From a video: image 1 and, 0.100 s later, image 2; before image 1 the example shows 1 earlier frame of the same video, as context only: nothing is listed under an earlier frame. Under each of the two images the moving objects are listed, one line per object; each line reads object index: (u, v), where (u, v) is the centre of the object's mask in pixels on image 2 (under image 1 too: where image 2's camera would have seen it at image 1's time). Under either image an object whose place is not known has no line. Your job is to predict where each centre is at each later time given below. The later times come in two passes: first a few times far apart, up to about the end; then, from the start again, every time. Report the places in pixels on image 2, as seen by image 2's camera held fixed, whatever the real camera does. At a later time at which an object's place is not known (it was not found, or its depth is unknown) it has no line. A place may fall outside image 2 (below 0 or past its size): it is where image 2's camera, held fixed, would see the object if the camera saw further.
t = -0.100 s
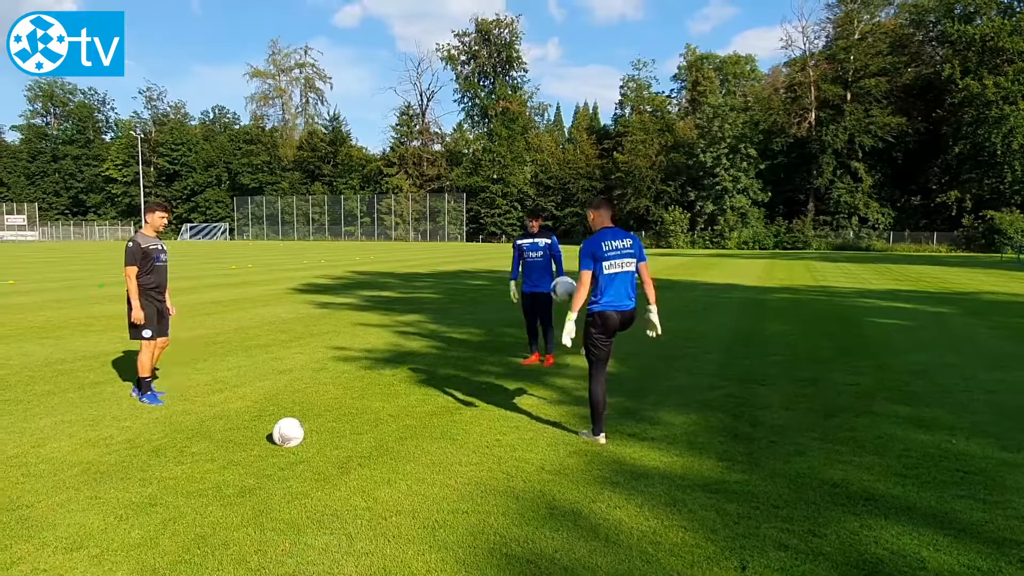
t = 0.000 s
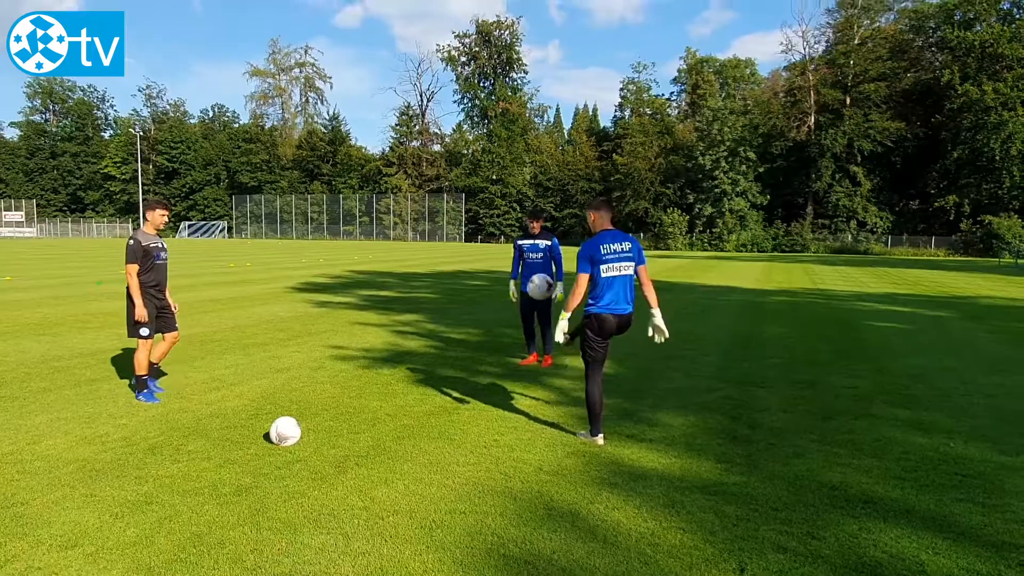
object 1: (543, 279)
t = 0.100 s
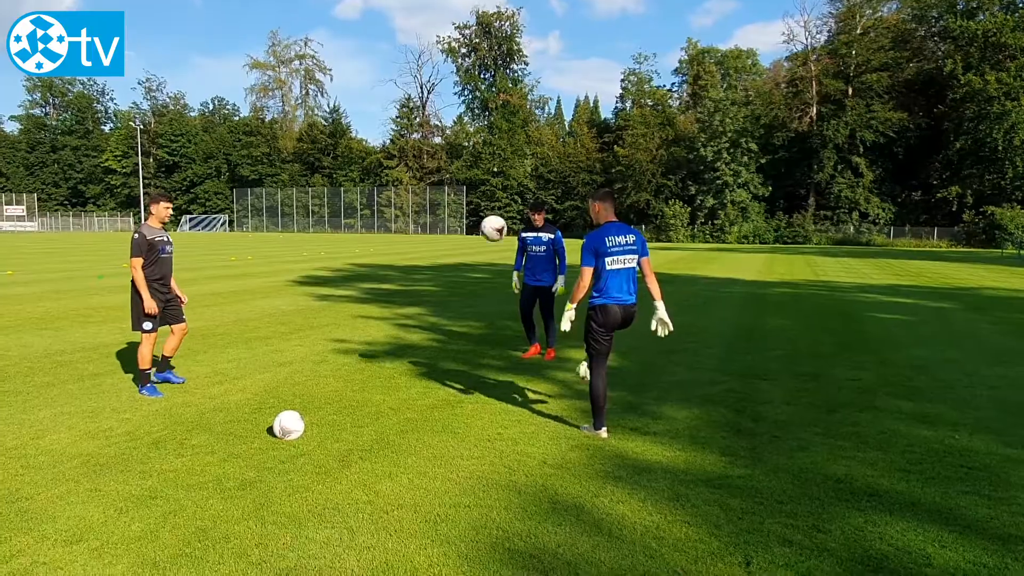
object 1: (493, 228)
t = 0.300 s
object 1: (401, 163)
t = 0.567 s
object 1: (287, 155)
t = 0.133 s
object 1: (478, 214)
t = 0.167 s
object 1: (462, 200)
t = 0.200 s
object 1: (446, 189)
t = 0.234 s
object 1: (431, 179)
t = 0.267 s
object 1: (416, 171)
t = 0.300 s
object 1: (401, 163)
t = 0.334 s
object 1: (386, 158)
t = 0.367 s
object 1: (371, 154)
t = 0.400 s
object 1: (356, 150)
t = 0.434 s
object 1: (342, 149)
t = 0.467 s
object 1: (328, 149)
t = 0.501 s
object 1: (314, 149)
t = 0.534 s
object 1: (300, 152)
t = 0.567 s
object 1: (287, 155)
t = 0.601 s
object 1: (273, 160)
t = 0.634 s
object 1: (261, 167)
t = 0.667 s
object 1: (248, 174)
